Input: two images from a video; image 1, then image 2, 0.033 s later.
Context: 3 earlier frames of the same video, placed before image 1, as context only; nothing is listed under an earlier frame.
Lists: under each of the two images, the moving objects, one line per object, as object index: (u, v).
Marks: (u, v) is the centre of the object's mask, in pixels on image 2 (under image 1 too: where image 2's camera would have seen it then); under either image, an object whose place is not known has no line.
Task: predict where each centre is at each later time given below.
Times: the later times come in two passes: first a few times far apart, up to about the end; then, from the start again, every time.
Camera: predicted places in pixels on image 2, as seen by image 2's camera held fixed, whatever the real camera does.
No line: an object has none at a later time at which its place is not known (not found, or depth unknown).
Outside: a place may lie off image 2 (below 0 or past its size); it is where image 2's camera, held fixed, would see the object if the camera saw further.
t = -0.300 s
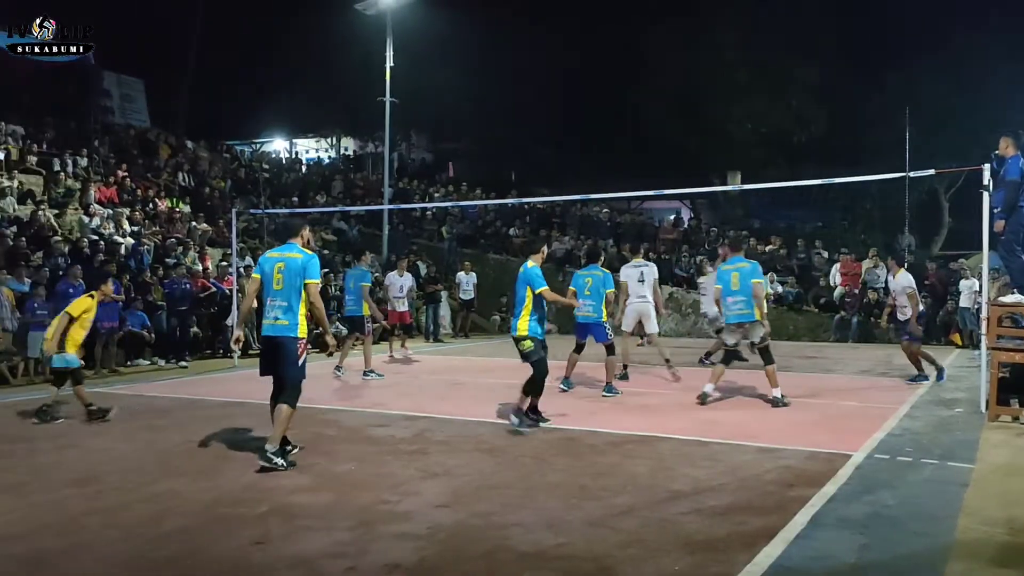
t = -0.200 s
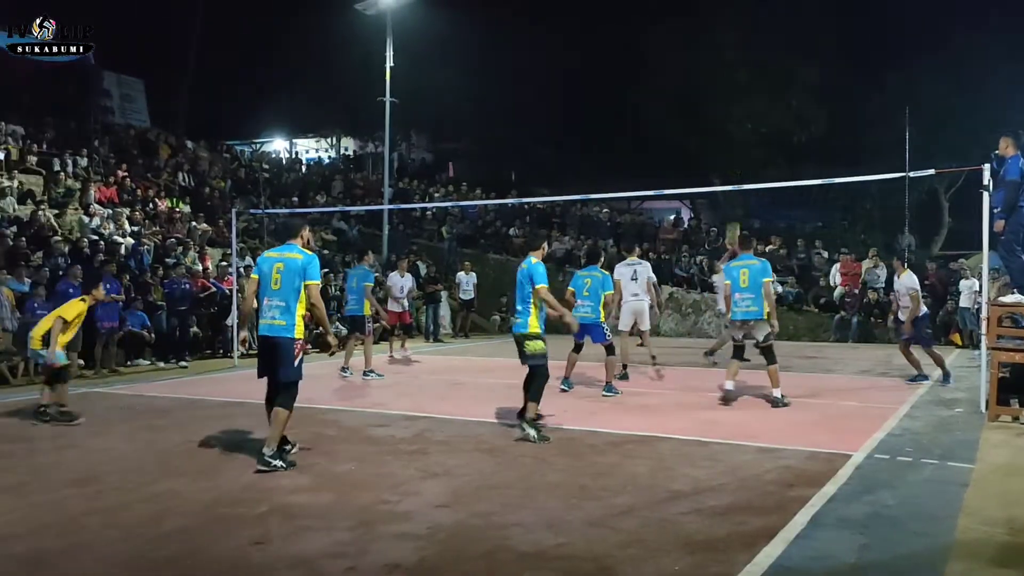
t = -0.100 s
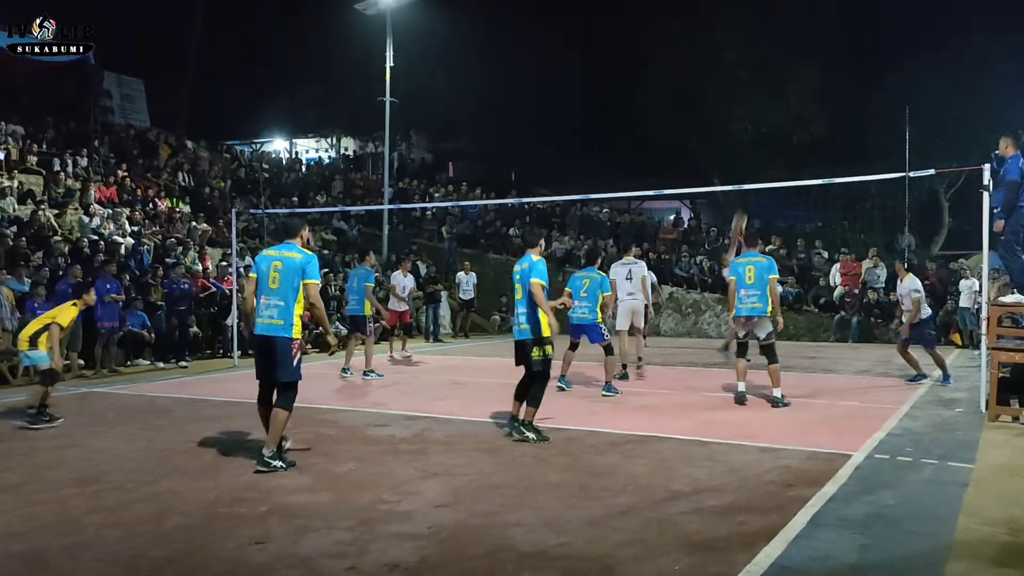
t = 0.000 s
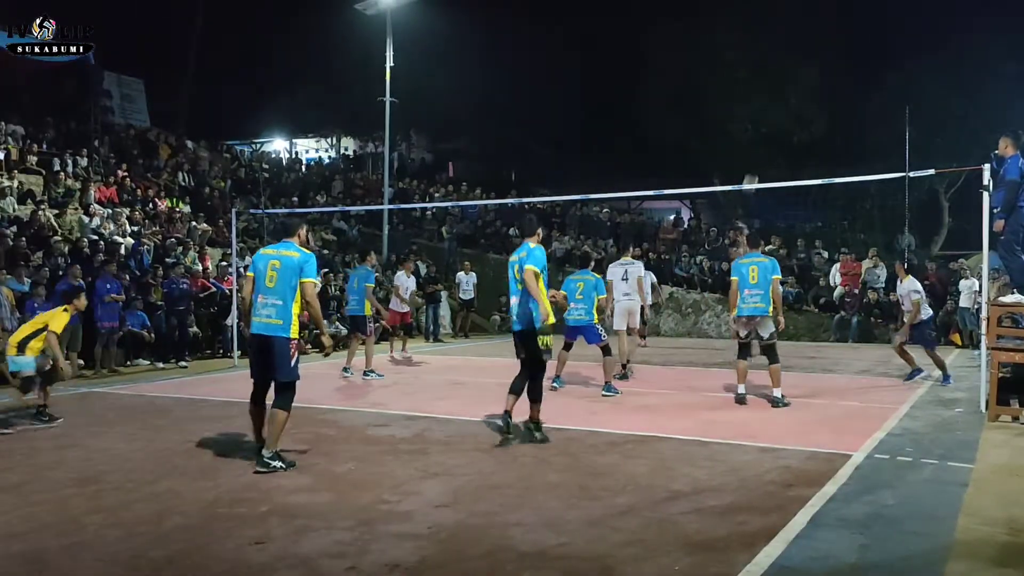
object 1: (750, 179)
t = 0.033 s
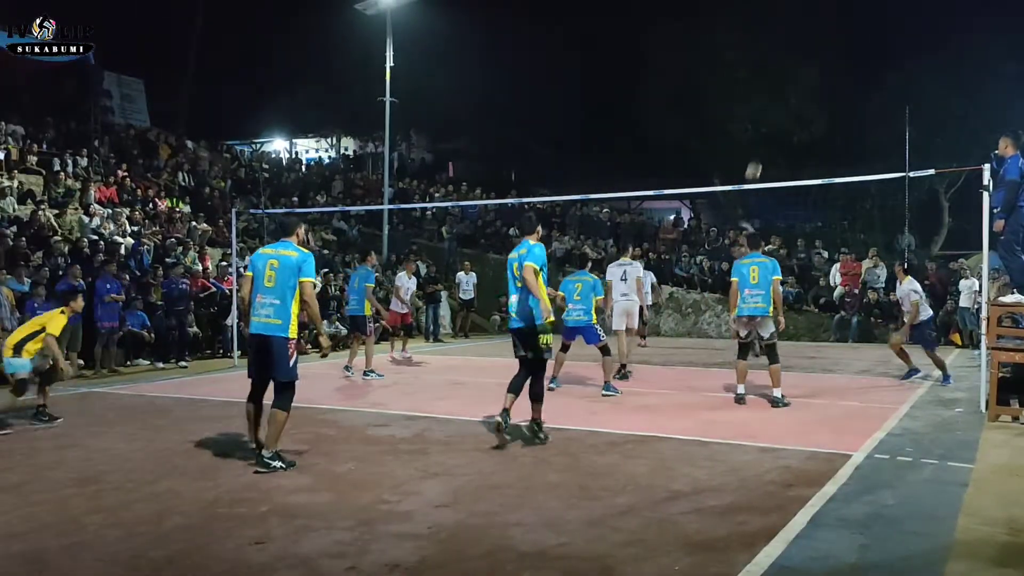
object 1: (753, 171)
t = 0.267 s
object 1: (780, 105)
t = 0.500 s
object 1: (809, 71)
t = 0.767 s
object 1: (846, 79)
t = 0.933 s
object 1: (871, 113)
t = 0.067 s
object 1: (757, 160)
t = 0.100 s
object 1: (761, 150)
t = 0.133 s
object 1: (765, 139)
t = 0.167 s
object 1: (768, 129)
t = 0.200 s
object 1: (772, 121)
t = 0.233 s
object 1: (776, 113)
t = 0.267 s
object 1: (780, 105)
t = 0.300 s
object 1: (784, 99)
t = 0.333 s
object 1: (788, 92)
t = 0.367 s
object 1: (792, 86)
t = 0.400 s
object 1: (796, 81)
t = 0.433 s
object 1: (801, 77)
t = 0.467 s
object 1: (805, 74)
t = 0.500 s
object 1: (809, 71)
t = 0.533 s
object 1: (814, 69)
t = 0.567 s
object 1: (818, 68)
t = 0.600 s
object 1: (822, 68)
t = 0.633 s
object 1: (827, 68)
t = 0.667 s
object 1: (832, 70)
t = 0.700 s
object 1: (837, 72)
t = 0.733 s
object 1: (842, 75)
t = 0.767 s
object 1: (846, 79)
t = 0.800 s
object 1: (851, 83)
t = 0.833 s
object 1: (856, 89)
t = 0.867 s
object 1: (861, 96)
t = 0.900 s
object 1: (866, 103)
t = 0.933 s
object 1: (871, 113)
